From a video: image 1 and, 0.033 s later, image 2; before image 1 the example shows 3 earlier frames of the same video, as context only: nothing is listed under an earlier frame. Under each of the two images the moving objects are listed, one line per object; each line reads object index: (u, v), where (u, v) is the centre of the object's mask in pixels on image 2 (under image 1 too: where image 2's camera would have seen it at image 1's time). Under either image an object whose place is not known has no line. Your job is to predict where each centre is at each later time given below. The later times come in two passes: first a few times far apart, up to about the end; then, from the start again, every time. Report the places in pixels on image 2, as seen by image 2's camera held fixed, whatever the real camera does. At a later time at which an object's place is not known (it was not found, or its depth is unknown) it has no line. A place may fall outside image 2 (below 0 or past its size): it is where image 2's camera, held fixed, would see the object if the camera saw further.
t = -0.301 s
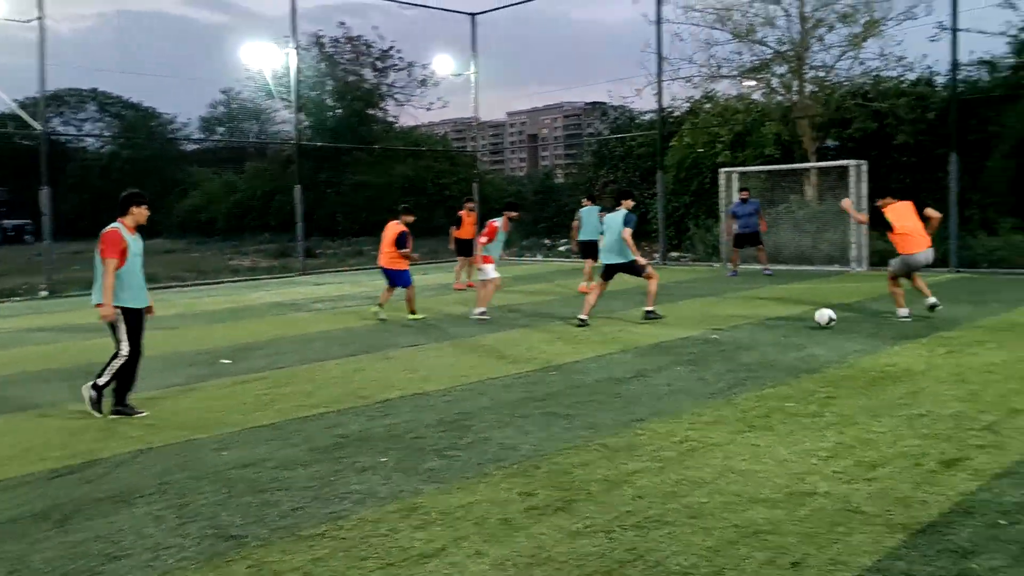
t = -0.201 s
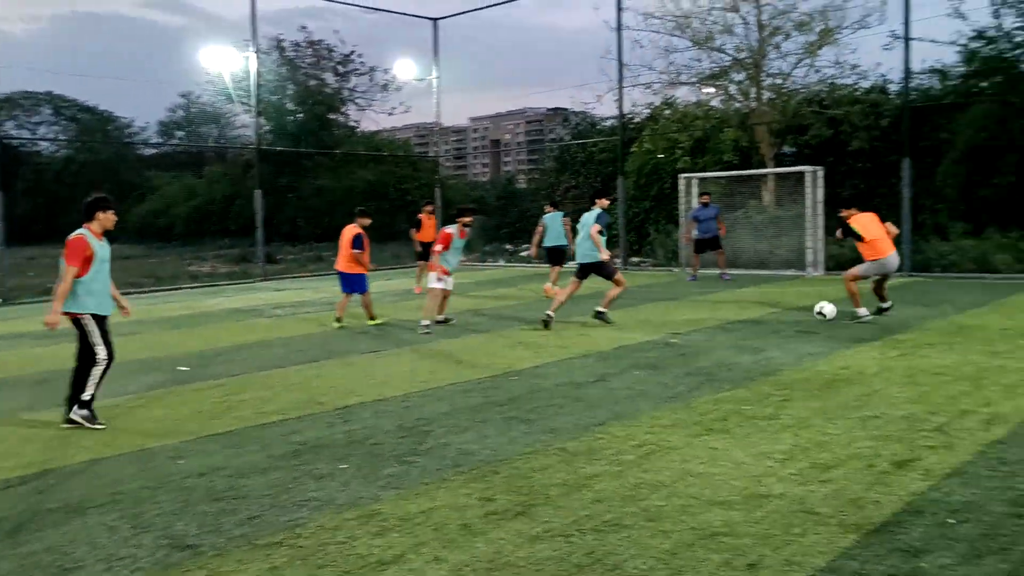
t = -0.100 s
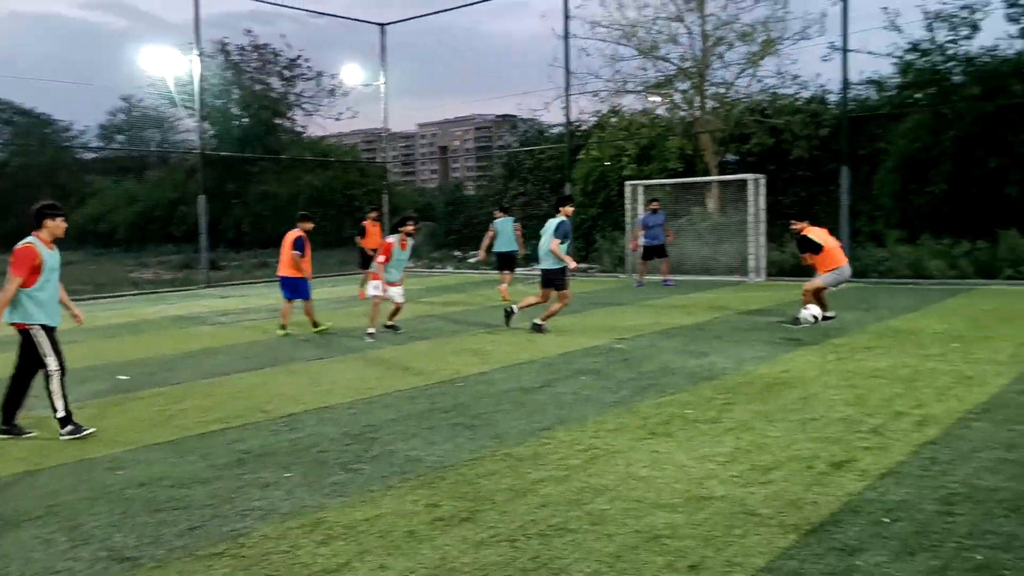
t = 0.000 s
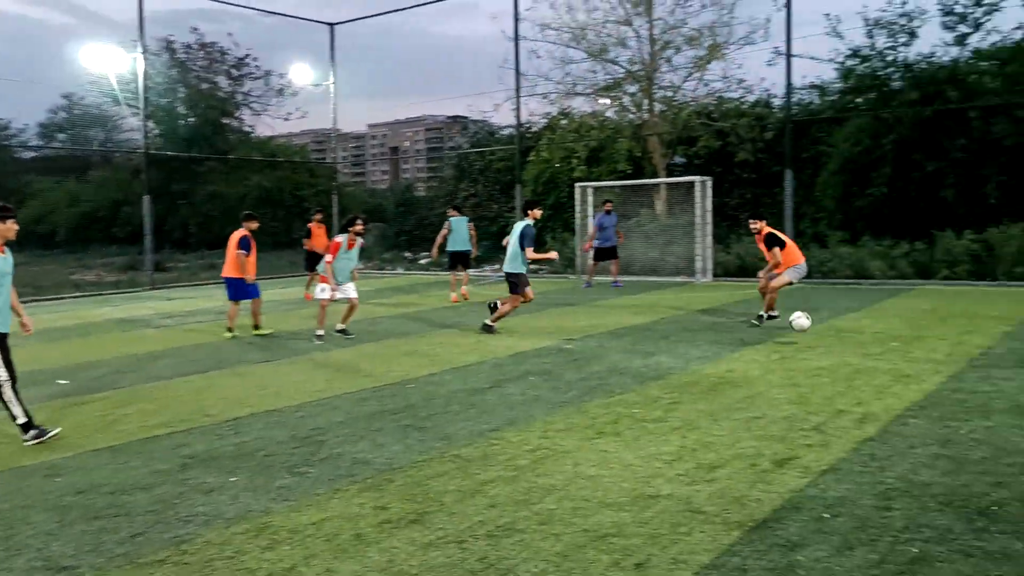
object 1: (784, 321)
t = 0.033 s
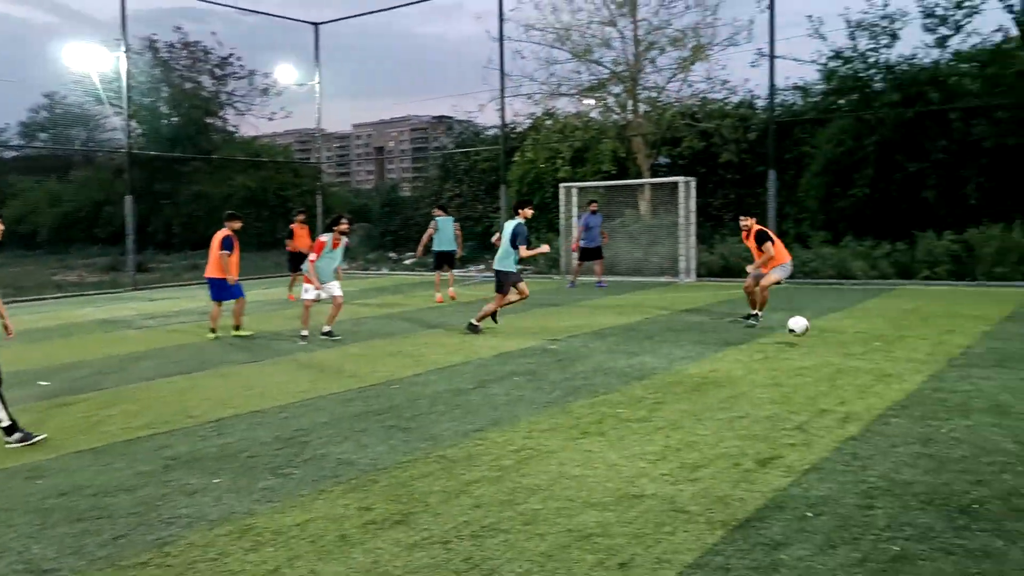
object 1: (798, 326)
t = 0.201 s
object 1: (877, 329)
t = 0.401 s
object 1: (984, 343)
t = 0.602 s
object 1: (1100, 349)
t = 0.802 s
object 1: (1215, 338)
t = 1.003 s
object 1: (1201, 278)
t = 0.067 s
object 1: (813, 332)
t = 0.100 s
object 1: (828, 337)
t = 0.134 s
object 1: (844, 333)
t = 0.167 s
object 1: (861, 331)
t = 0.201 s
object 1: (877, 329)
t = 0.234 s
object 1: (894, 329)
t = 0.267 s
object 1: (912, 329)
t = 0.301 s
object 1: (929, 331)
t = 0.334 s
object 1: (947, 334)
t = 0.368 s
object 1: (965, 338)
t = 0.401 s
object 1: (984, 343)
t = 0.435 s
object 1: (1002, 344)
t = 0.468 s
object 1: (1020, 342)
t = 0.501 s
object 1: (1040, 342)
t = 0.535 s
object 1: (1059, 343)
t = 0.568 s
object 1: (1078, 345)
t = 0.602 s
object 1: (1100, 349)
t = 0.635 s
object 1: (1121, 351)
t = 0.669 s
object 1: (1140, 349)
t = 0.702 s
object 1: (1165, 349)
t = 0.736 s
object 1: (1185, 348)
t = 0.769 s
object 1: (1206, 349)
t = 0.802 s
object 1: (1215, 338)
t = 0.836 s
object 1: (1218, 326)
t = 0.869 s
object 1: (1216, 314)
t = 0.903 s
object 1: (1212, 303)
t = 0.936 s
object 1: (1209, 293)
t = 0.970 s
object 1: (1205, 285)
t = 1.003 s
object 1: (1201, 278)
